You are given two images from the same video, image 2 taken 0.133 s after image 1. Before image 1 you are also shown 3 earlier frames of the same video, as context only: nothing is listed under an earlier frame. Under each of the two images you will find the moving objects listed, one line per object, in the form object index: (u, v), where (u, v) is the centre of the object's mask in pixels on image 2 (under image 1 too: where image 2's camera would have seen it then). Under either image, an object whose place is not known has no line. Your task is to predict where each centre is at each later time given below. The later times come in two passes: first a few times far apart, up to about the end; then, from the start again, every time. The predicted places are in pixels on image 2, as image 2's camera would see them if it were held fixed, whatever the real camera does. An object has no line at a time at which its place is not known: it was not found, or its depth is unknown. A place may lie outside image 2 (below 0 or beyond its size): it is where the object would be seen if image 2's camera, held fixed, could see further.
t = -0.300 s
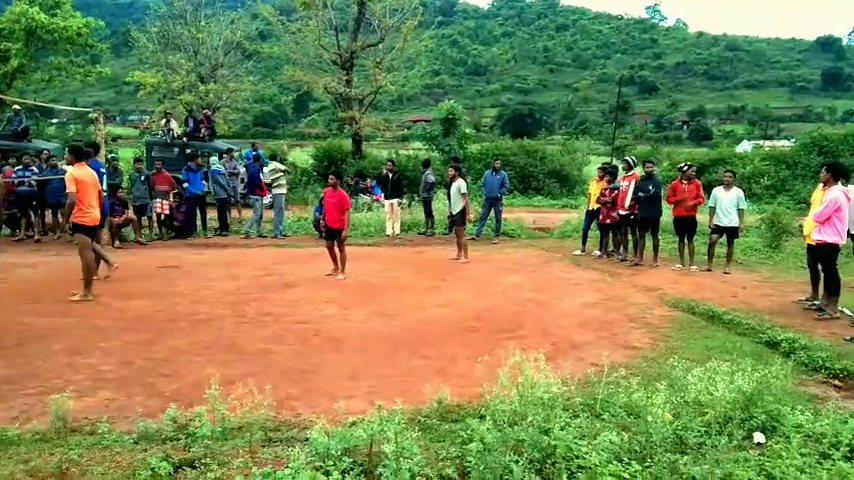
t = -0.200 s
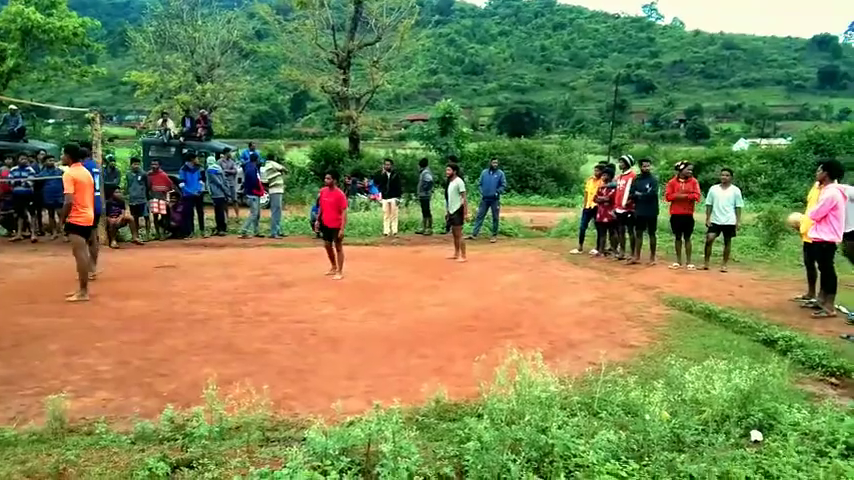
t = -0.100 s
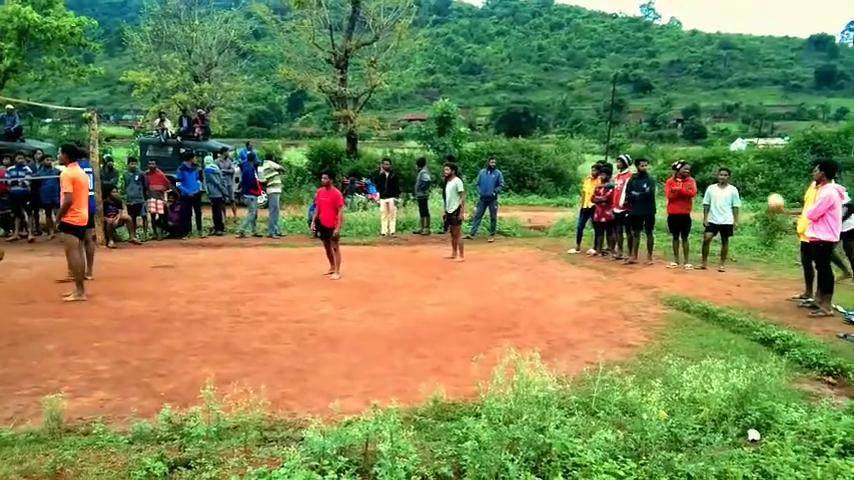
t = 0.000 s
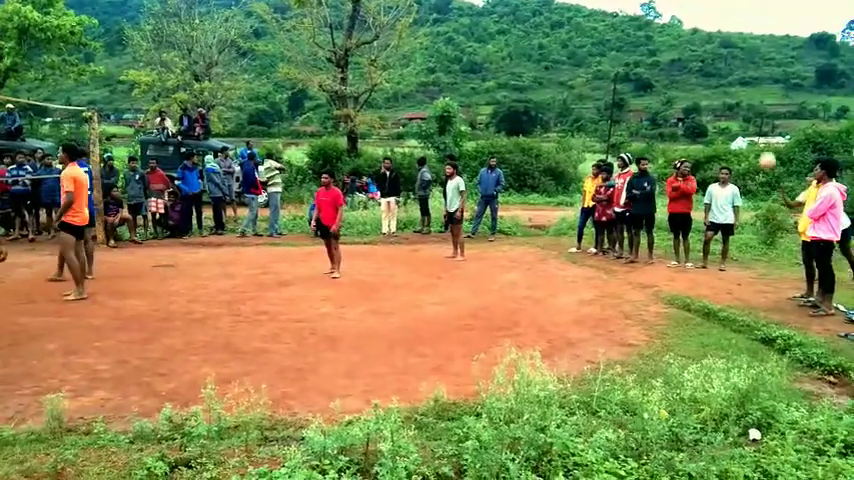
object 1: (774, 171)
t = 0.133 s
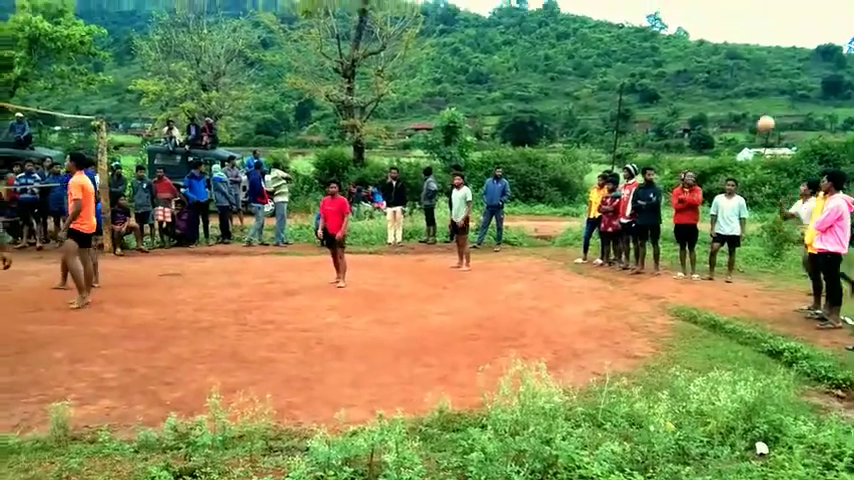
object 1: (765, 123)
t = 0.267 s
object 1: (756, 87)
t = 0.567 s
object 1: (735, 55)
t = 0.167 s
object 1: (763, 113)
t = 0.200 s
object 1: (761, 104)
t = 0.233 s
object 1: (759, 95)
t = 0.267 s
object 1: (756, 87)
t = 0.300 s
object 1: (753, 81)
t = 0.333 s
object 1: (752, 74)
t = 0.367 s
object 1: (750, 70)
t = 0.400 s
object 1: (747, 65)
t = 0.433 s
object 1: (745, 62)
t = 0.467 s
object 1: (742, 58)
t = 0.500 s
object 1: (740, 57)
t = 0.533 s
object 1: (738, 56)
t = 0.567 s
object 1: (735, 55)
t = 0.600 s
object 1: (733, 56)
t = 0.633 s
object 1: (731, 58)
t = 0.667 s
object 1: (728, 59)
